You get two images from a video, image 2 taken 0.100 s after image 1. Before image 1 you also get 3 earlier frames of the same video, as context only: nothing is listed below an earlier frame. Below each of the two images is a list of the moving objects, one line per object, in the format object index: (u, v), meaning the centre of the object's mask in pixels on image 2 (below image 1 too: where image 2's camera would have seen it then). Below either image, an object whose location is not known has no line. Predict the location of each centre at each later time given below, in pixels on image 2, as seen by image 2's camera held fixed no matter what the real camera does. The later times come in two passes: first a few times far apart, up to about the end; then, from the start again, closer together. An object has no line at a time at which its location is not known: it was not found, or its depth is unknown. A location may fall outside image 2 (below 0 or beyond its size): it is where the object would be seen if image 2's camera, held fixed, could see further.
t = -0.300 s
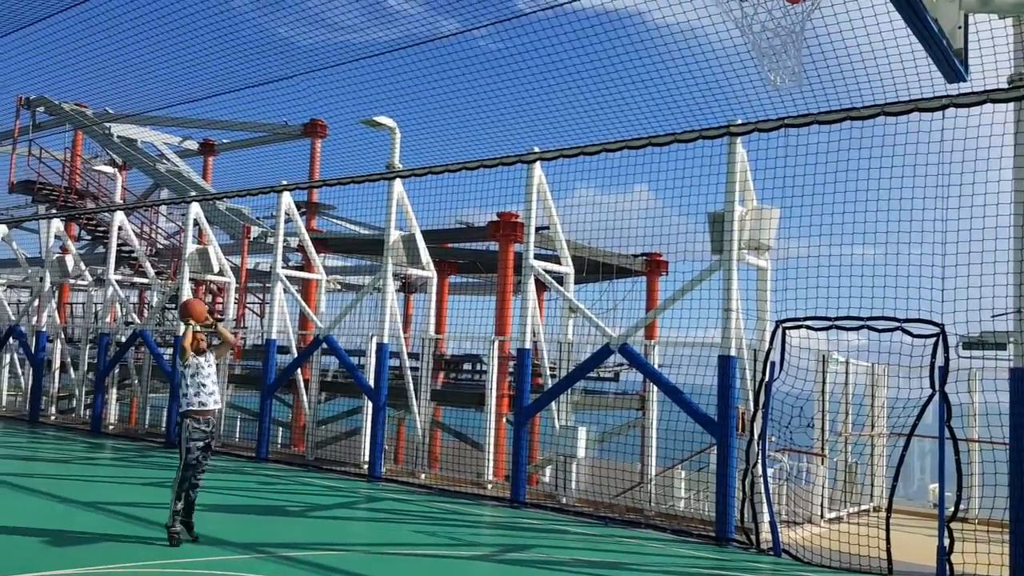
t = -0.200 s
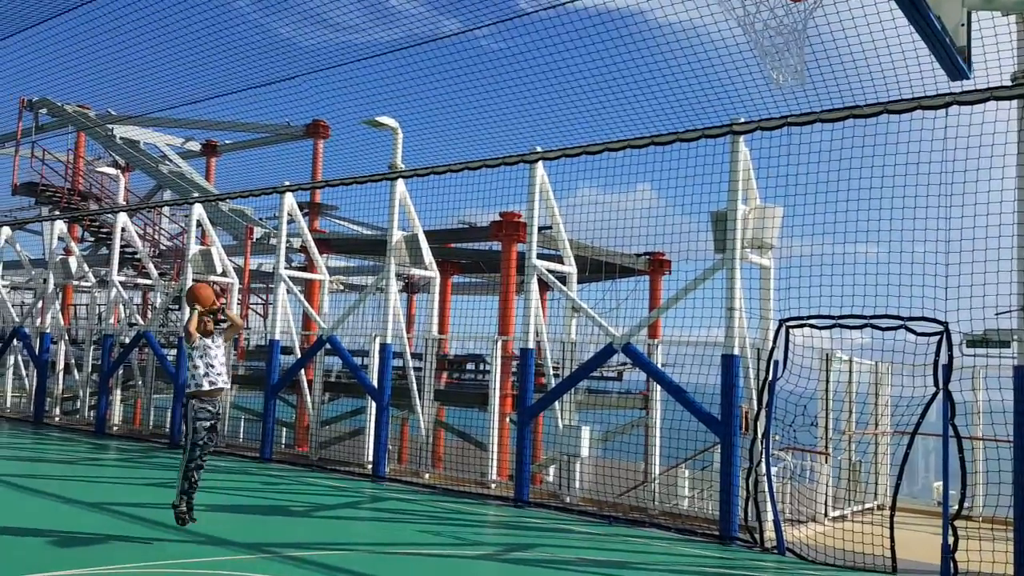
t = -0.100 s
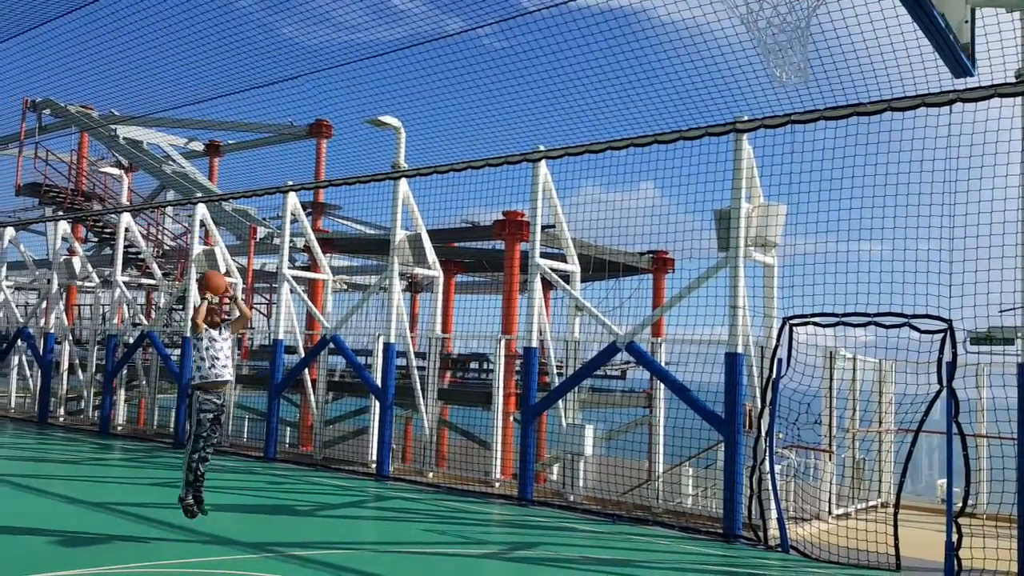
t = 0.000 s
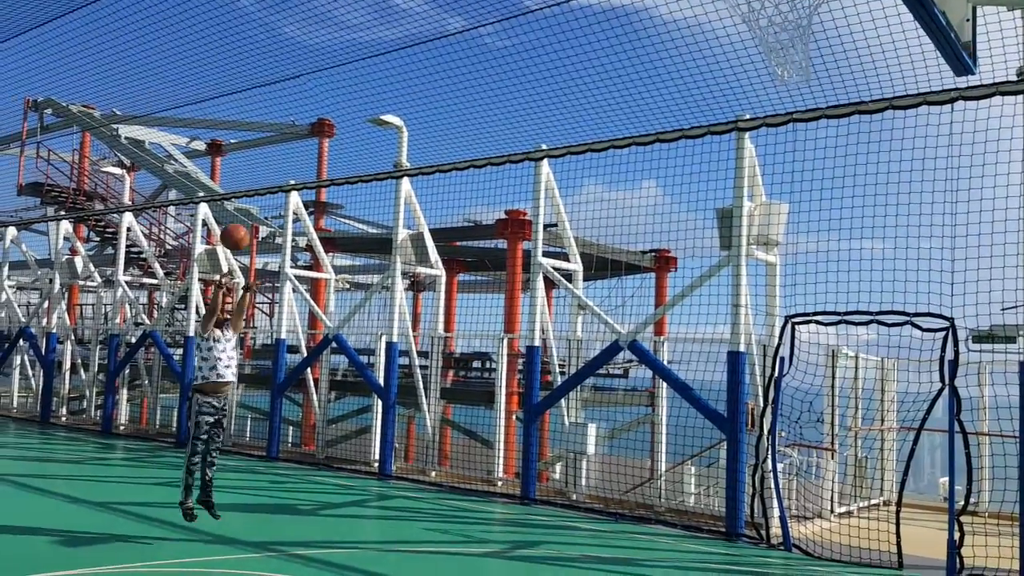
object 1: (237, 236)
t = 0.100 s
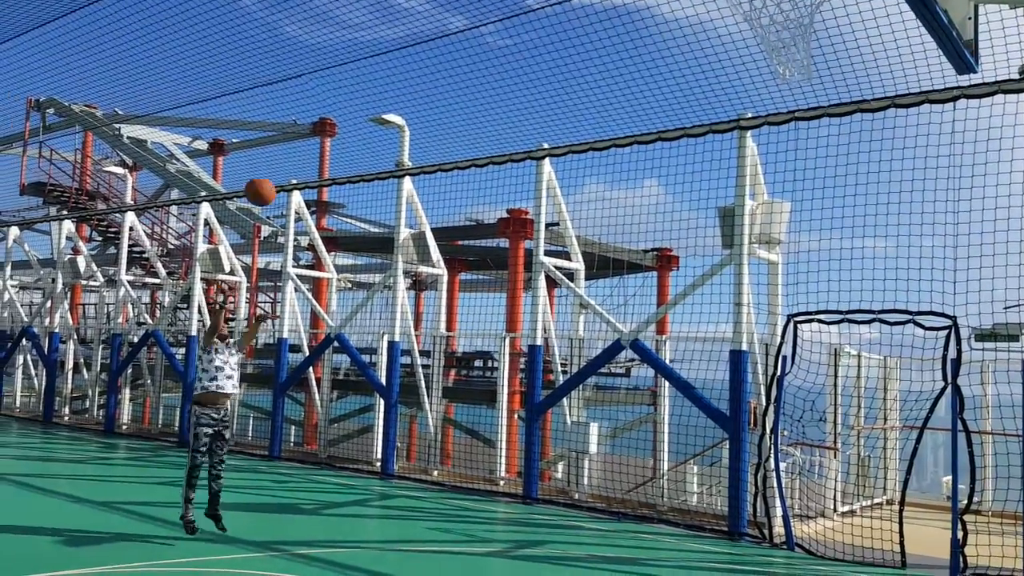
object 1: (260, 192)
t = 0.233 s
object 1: (295, 142)
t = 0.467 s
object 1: (371, 96)
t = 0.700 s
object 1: (475, 130)
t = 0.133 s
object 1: (268, 178)
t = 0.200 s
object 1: (286, 153)
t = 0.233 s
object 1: (295, 142)
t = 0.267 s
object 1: (305, 132)
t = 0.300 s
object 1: (315, 124)
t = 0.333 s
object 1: (325, 117)
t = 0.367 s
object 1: (335, 108)
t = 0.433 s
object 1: (358, 99)
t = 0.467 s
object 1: (371, 96)
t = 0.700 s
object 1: (475, 130)
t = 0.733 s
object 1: (493, 145)
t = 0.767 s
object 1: (511, 163)
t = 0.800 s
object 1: (534, 187)
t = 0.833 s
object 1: (558, 214)
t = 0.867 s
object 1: (582, 246)
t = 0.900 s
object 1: (609, 285)
